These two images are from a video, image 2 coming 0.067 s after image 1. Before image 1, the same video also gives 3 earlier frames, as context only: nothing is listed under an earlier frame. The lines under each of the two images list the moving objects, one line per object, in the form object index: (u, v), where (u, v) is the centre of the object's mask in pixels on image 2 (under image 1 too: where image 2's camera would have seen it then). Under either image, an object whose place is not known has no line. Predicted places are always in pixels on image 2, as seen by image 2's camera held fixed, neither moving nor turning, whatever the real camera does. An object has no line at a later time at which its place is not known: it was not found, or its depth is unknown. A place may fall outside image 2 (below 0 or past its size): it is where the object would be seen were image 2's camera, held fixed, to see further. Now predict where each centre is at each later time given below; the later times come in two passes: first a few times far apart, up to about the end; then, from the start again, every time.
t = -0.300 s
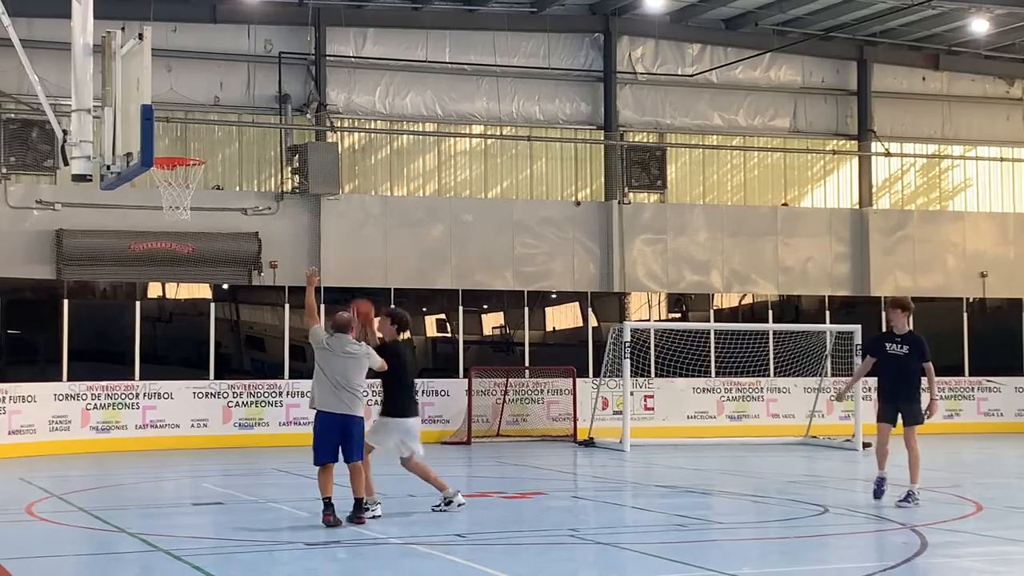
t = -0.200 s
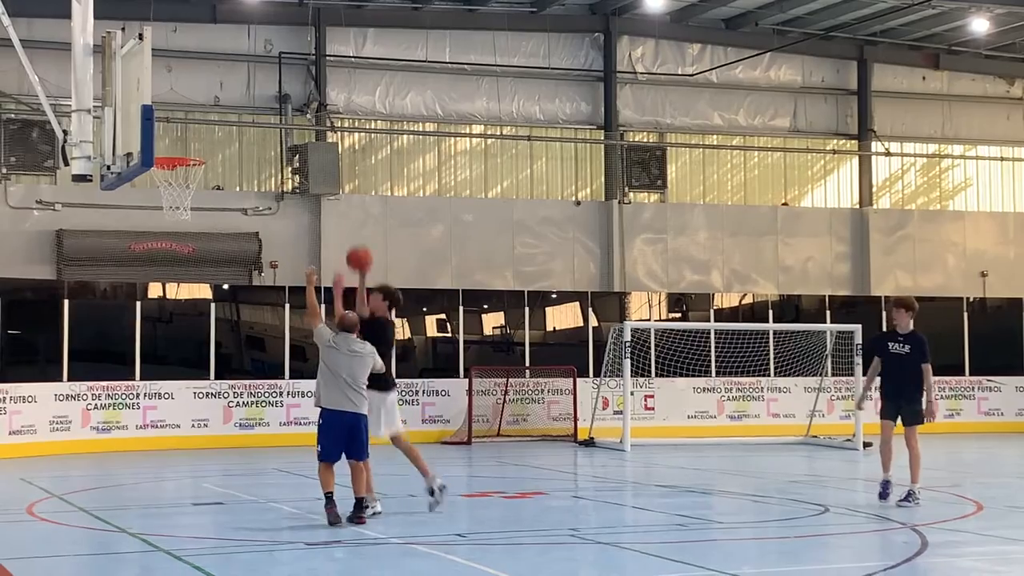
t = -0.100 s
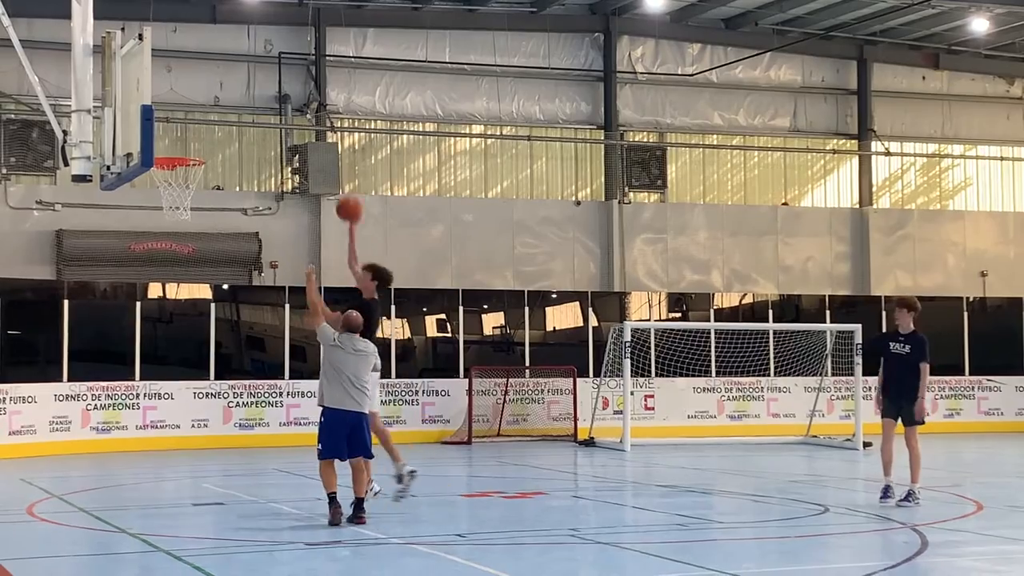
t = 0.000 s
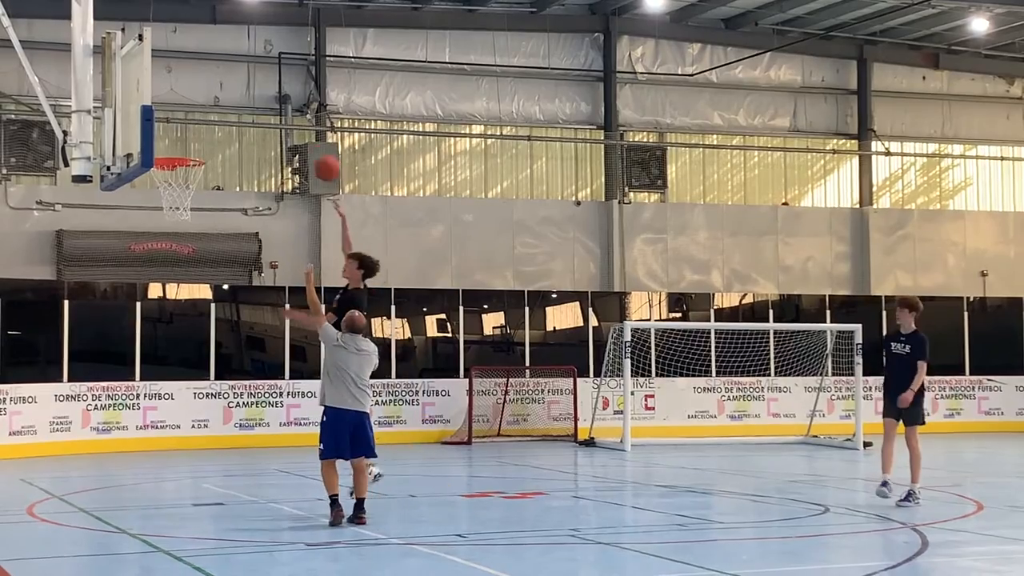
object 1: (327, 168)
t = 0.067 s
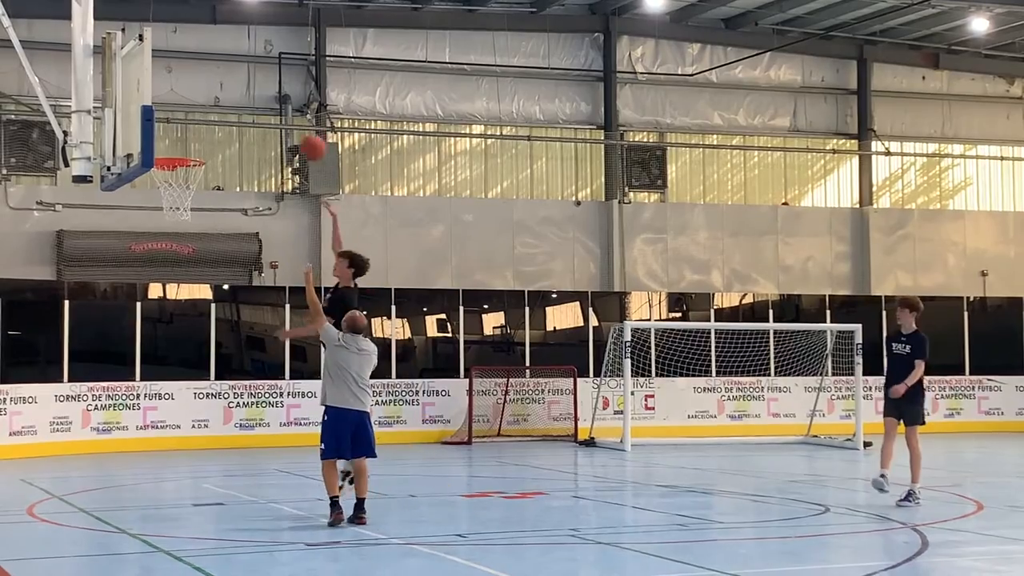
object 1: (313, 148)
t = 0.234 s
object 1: (276, 116)
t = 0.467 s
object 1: (222, 123)
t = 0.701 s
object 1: (172, 171)
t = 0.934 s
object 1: (152, 191)
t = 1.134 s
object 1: (168, 226)
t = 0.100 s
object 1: (307, 139)
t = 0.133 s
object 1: (298, 132)
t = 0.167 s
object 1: (291, 126)
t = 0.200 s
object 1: (282, 120)
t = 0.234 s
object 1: (276, 116)
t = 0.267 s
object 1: (268, 114)
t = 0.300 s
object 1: (261, 112)
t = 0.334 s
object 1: (253, 112)
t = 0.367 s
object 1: (245, 113)
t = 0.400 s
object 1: (238, 114)
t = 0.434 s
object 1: (230, 118)
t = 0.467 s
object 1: (222, 123)
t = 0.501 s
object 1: (215, 129)
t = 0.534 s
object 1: (207, 136)
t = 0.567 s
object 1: (199, 145)
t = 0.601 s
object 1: (192, 150)
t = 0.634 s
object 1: (186, 152)
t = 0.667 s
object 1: (178, 160)
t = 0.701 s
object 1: (172, 171)
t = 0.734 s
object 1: (165, 176)
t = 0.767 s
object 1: (160, 181)
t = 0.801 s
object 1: (155, 183)
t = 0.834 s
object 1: (152, 186)
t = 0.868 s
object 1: (151, 187)
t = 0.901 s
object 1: (151, 189)
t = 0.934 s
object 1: (152, 191)
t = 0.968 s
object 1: (154, 194)
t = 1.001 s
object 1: (156, 199)
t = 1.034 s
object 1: (160, 201)
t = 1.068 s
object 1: (162, 209)
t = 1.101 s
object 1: (165, 218)
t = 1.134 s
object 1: (168, 226)
